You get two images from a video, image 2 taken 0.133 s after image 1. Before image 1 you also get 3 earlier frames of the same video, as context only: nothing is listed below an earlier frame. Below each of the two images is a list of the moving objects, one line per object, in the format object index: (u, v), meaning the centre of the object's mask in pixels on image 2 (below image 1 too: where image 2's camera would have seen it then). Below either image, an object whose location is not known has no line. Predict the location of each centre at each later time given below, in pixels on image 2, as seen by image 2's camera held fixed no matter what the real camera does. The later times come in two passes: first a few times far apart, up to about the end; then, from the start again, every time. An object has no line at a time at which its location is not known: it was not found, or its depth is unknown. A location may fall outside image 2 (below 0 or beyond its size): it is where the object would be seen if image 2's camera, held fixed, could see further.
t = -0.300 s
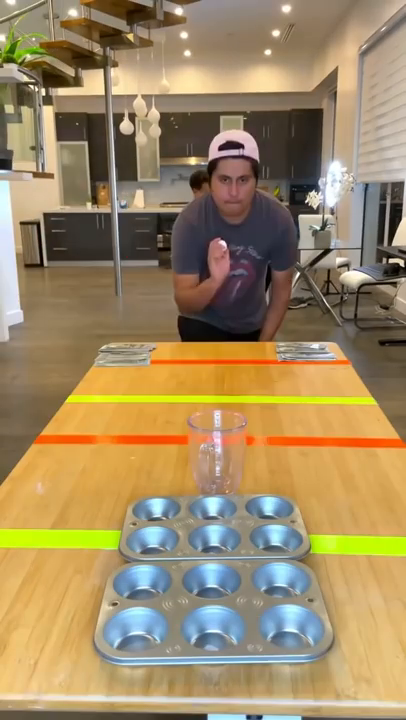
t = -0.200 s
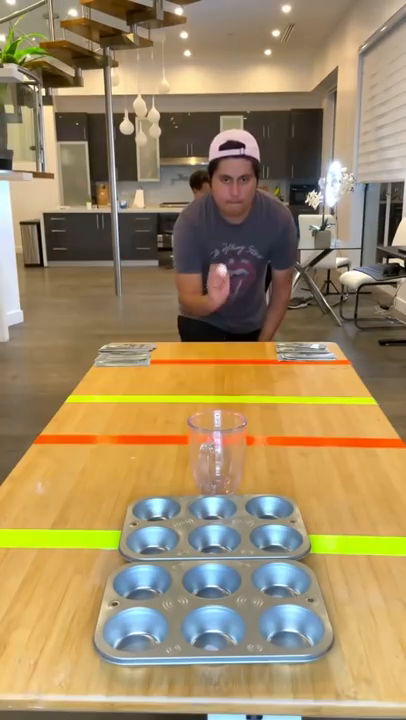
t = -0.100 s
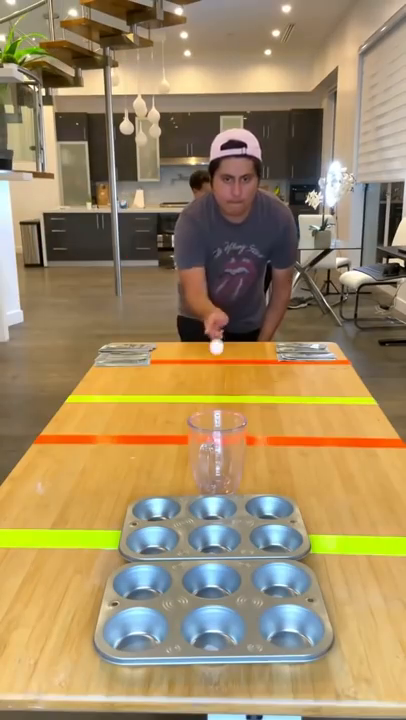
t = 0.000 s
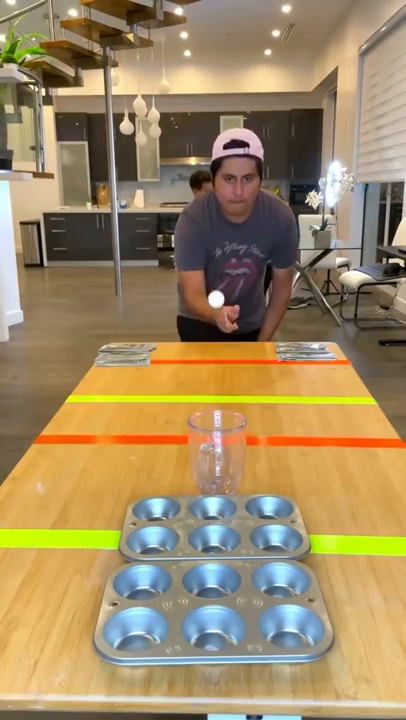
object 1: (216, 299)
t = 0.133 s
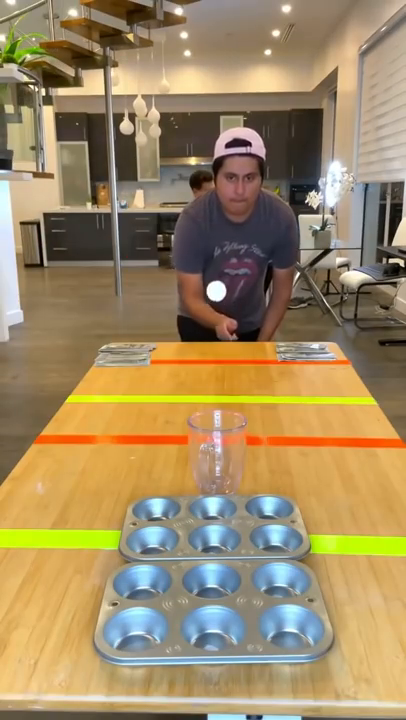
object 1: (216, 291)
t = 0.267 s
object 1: (217, 382)
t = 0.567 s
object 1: (221, 422)
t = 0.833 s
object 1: (240, 523)
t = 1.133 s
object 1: (282, 538)
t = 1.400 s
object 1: (269, 542)
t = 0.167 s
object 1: (216, 302)
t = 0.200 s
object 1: (216, 322)
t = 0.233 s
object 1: (217, 347)
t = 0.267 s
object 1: (217, 382)
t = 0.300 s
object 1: (217, 421)
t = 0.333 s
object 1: (215, 406)
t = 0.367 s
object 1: (216, 390)
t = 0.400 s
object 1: (216, 380)
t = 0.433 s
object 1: (217, 376)
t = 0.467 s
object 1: (218, 378)
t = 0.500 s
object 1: (219, 386)
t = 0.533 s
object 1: (220, 401)
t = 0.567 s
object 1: (221, 422)
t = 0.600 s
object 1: (222, 436)
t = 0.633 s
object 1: (223, 456)
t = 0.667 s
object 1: (224, 483)
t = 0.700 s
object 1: (226, 518)
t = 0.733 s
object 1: (208, 541)
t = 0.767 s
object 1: (214, 528)
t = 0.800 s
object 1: (231, 525)
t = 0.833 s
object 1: (240, 523)
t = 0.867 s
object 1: (250, 527)
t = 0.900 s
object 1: (259, 532)
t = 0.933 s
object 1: (268, 536)
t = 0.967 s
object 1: (278, 537)
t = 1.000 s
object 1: (285, 537)
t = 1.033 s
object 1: (289, 535)
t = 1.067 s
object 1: (289, 535)
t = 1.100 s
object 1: (287, 538)
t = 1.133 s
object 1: (282, 538)
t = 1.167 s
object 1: (278, 535)
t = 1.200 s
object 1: (274, 539)
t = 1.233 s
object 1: (270, 538)
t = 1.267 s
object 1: (270, 539)
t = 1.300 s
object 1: (269, 540)
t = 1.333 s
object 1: (269, 541)
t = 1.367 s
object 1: (268, 541)
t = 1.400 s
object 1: (269, 542)
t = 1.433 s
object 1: (269, 542)
